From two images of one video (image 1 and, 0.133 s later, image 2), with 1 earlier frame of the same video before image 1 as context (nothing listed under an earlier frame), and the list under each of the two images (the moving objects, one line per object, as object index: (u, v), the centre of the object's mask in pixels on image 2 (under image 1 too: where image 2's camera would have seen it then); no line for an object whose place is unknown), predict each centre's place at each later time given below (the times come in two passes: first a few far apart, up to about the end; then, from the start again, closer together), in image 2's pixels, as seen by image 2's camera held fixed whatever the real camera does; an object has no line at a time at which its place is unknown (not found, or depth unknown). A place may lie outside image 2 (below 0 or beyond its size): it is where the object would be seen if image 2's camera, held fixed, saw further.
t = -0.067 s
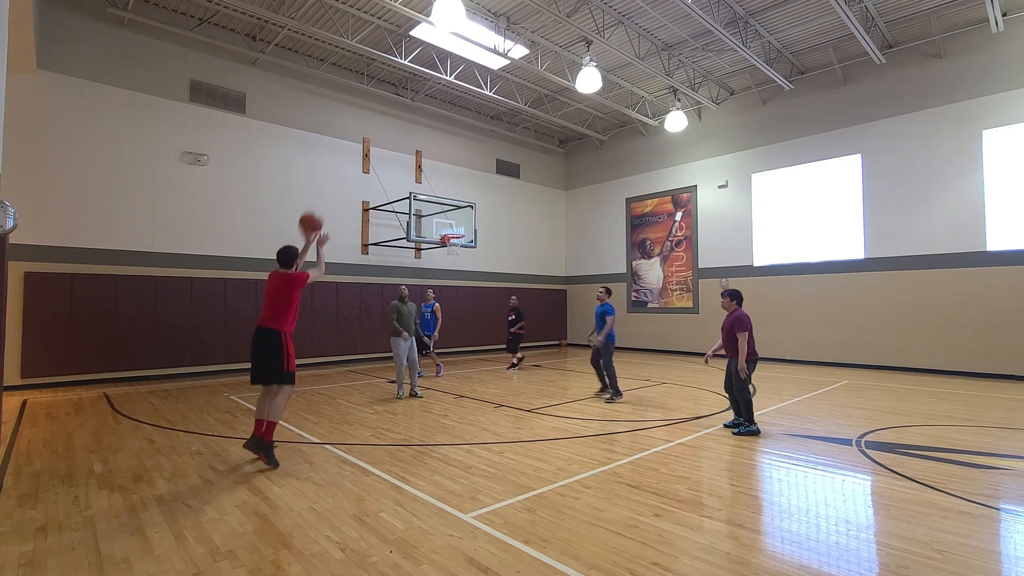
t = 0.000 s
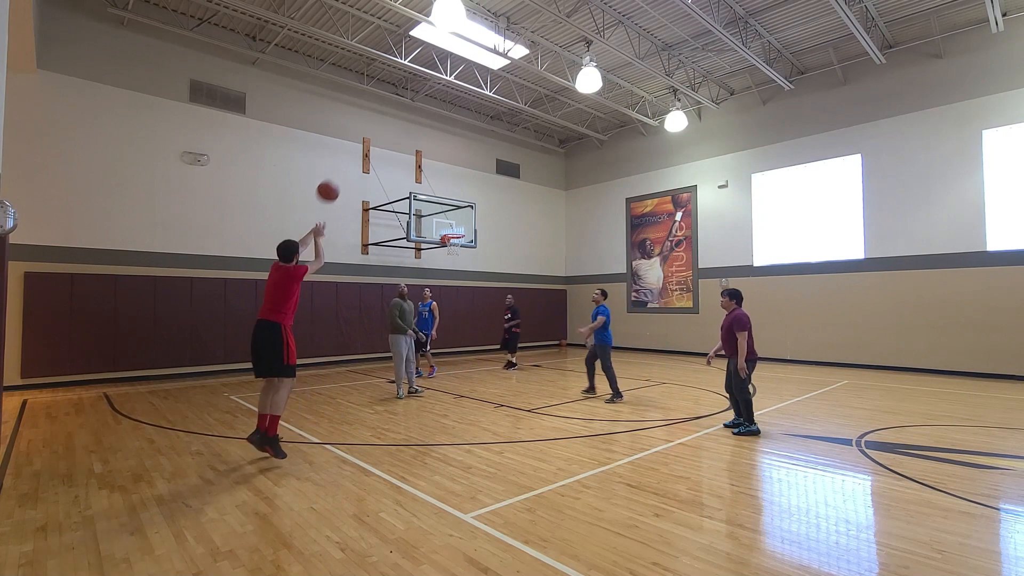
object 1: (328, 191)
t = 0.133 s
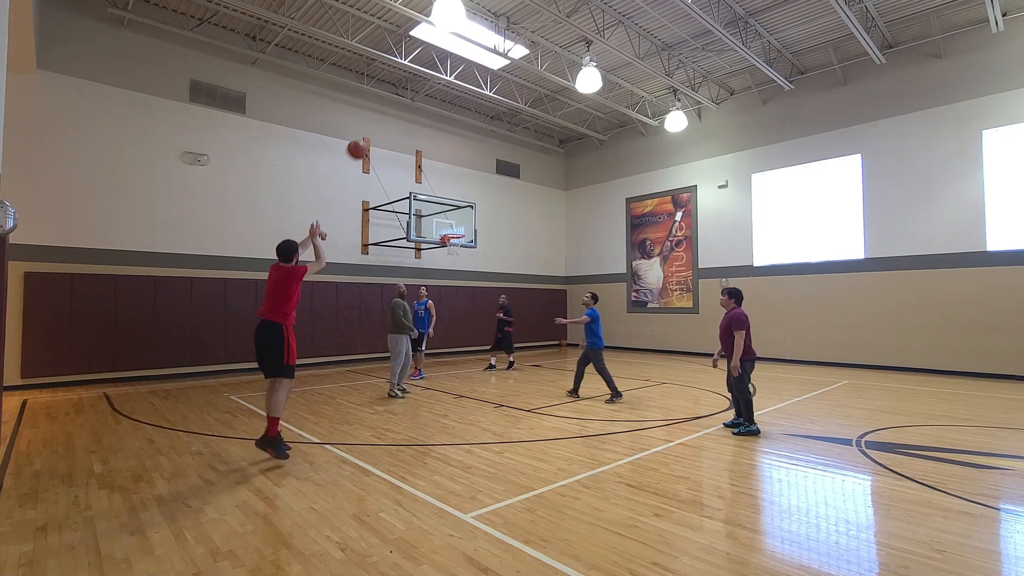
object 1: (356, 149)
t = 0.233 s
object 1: (374, 132)
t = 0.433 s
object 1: (400, 124)
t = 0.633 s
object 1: (420, 138)
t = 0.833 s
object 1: (436, 169)
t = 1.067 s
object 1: (451, 219)
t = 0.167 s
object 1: (363, 142)
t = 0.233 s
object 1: (374, 132)
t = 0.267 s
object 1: (379, 129)
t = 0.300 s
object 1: (384, 126)
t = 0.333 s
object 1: (388, 125)
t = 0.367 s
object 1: (392, 123)
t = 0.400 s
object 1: (396, 123)
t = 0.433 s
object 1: (400, 124)
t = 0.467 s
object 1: (404, 125)
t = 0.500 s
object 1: (407, 126)
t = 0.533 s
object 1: (411, 129)
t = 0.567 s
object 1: (414, 131)
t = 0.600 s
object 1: (417, 135)
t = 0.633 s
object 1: (420, 138)
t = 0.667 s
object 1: (423, 143)
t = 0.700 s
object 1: (426, 147)
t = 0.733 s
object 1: (428, 152)
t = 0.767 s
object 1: (431, 157)
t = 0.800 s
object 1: (433, 163)
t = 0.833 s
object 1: (436, 169)
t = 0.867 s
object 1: (438, 176)
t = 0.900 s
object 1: (440, 182)
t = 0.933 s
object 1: (442, 189)
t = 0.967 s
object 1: (445, 196)
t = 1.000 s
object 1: (447, 204)
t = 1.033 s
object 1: (449, 211)
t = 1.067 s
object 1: (451, 219)
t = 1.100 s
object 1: (452, 227)
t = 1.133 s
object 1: (456, 235)
